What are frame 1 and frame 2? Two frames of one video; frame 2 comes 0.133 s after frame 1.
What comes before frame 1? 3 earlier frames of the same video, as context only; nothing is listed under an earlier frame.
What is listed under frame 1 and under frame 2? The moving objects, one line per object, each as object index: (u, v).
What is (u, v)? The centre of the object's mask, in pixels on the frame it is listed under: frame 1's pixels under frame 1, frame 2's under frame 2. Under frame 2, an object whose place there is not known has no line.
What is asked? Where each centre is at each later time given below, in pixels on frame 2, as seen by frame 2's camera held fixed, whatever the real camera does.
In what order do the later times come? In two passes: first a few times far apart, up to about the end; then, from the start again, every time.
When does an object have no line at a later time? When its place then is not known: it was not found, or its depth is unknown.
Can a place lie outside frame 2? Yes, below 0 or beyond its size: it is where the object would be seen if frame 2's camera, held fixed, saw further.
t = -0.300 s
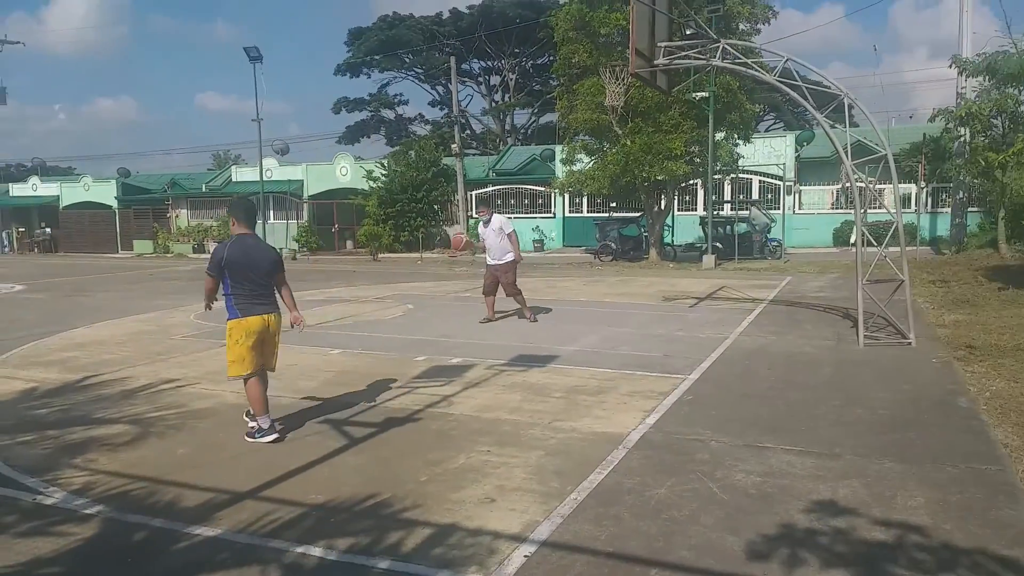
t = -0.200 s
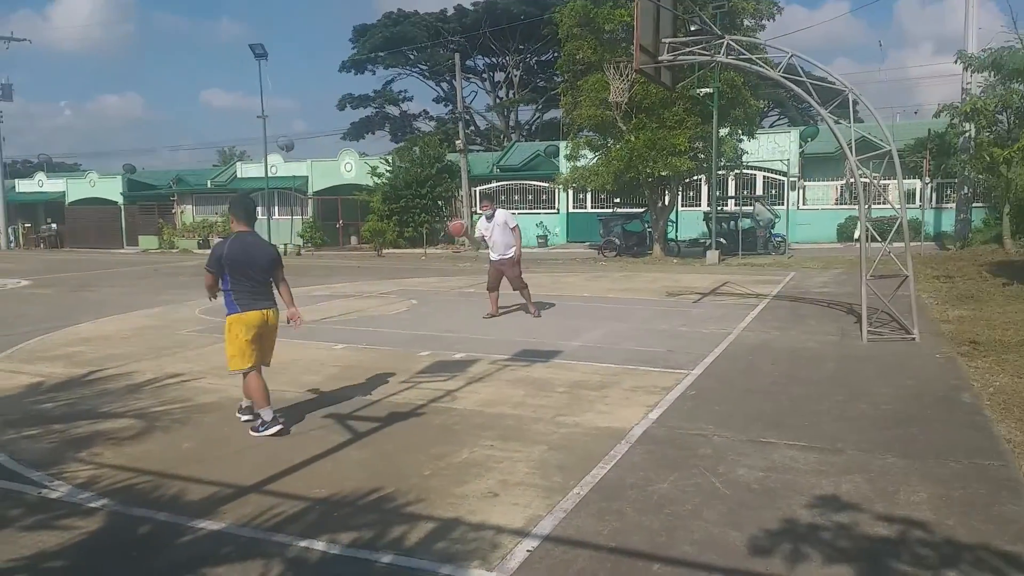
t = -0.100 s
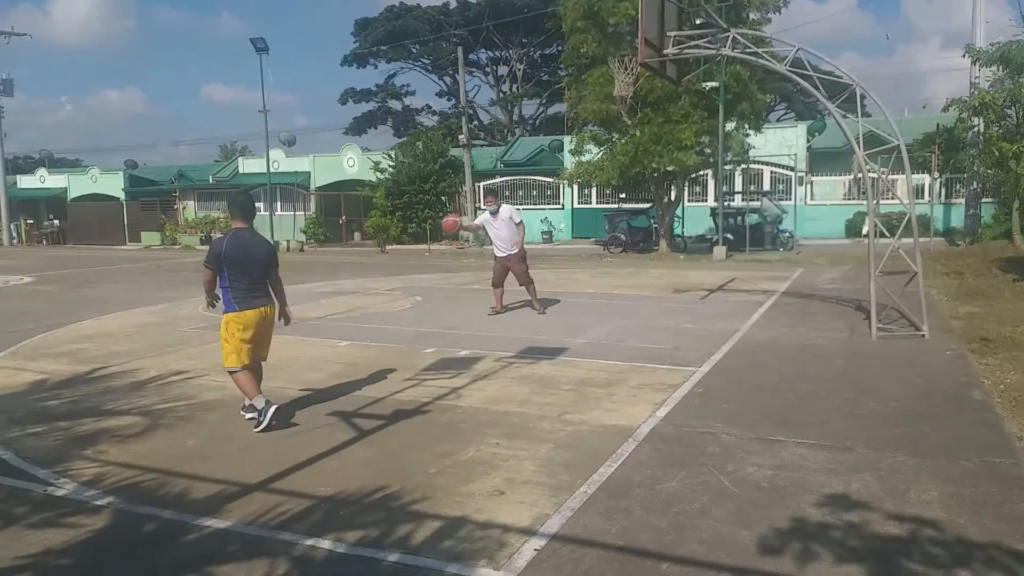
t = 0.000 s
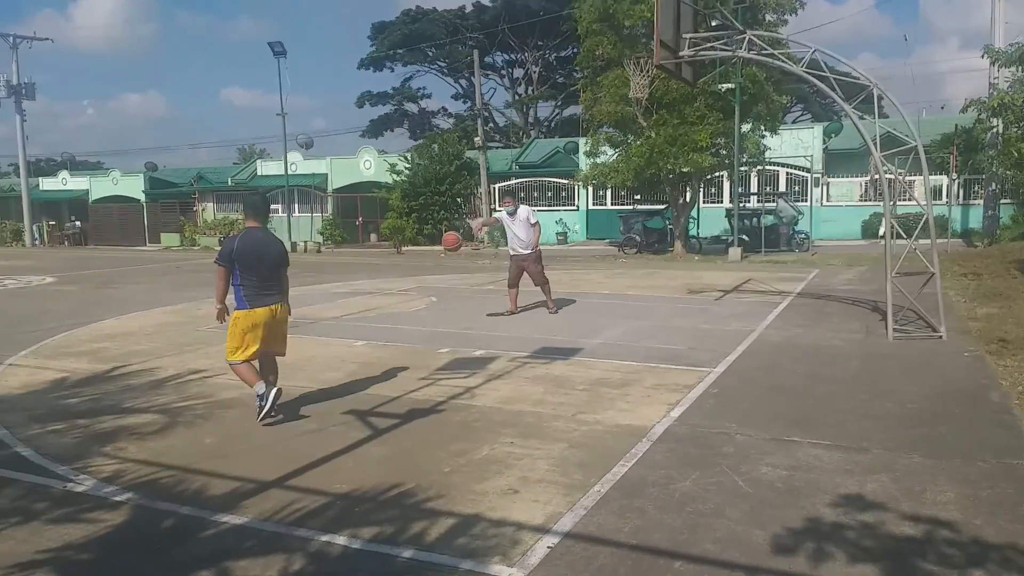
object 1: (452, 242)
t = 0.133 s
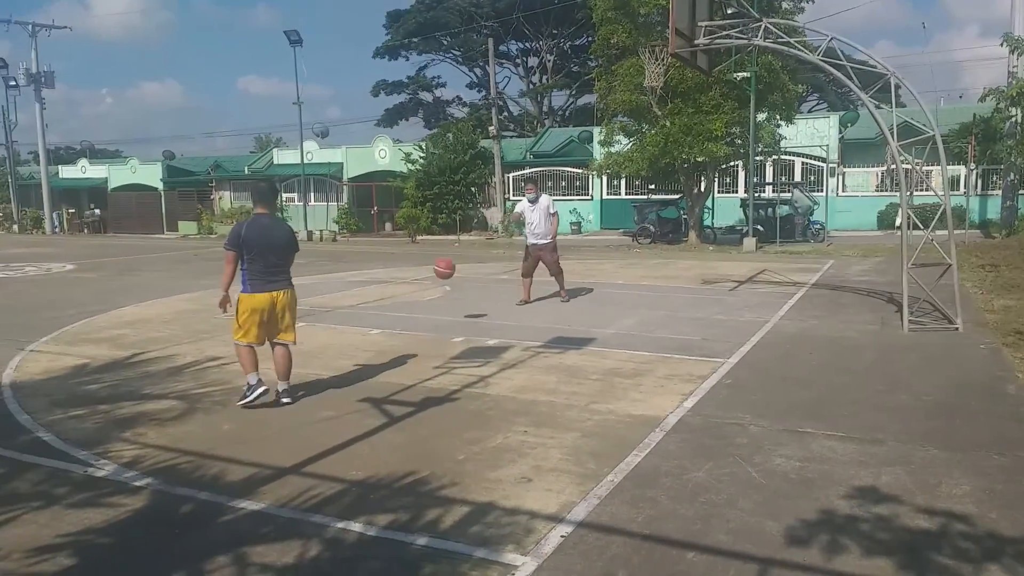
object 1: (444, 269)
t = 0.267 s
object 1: (420, 324)
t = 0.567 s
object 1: (388, 258)
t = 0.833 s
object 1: (357, 272)
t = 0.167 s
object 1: (438, 281)
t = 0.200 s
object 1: (432, 295)
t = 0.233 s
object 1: (426, 310)
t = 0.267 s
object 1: (420, 324)
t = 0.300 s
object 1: (417, 313)
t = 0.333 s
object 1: (413, 302)
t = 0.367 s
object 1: (410, 293)
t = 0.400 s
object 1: (406, 285)
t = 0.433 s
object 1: (402, 277)
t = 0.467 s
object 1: (398, 270)
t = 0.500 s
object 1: (395, 265)
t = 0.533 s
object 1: (392, 261)
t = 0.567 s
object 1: (388, 258)
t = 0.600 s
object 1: (384, 256)
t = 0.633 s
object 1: (380, 254)
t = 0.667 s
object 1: (376, 254)
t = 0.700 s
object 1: (373, 255)
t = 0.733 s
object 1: (369, 257)
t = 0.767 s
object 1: (365, 261)
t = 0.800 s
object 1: (361, 266)
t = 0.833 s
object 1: (357, 272)
